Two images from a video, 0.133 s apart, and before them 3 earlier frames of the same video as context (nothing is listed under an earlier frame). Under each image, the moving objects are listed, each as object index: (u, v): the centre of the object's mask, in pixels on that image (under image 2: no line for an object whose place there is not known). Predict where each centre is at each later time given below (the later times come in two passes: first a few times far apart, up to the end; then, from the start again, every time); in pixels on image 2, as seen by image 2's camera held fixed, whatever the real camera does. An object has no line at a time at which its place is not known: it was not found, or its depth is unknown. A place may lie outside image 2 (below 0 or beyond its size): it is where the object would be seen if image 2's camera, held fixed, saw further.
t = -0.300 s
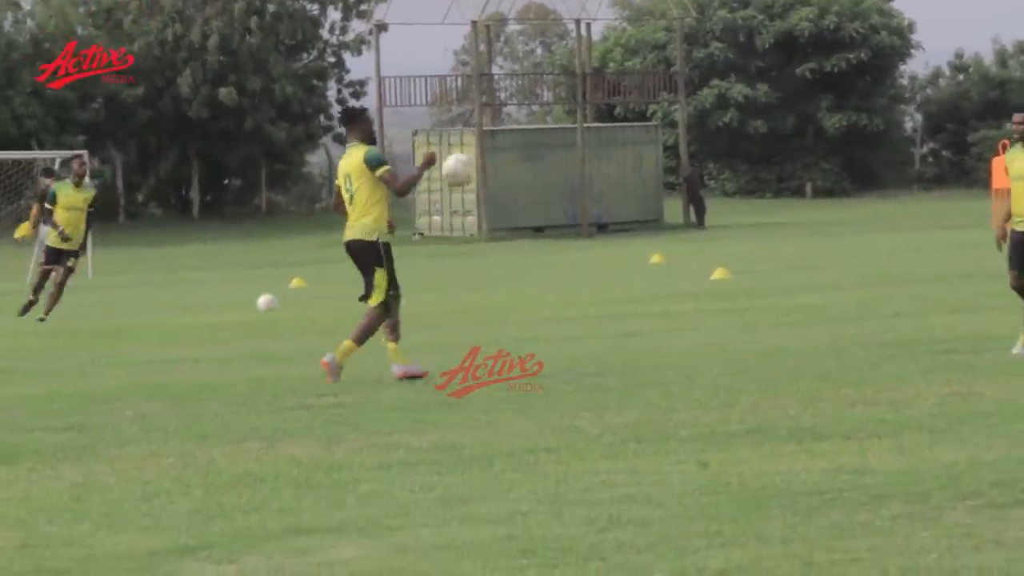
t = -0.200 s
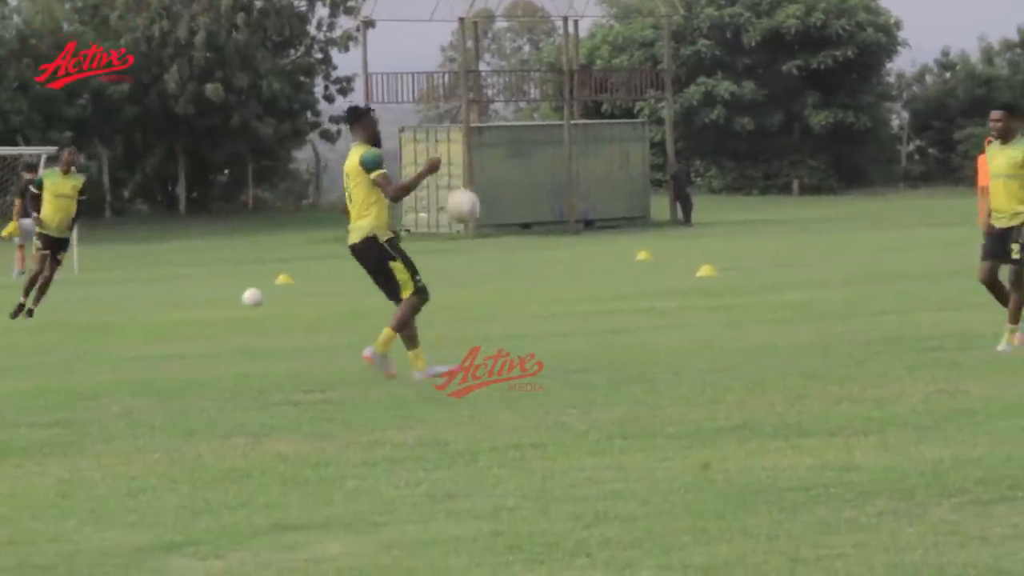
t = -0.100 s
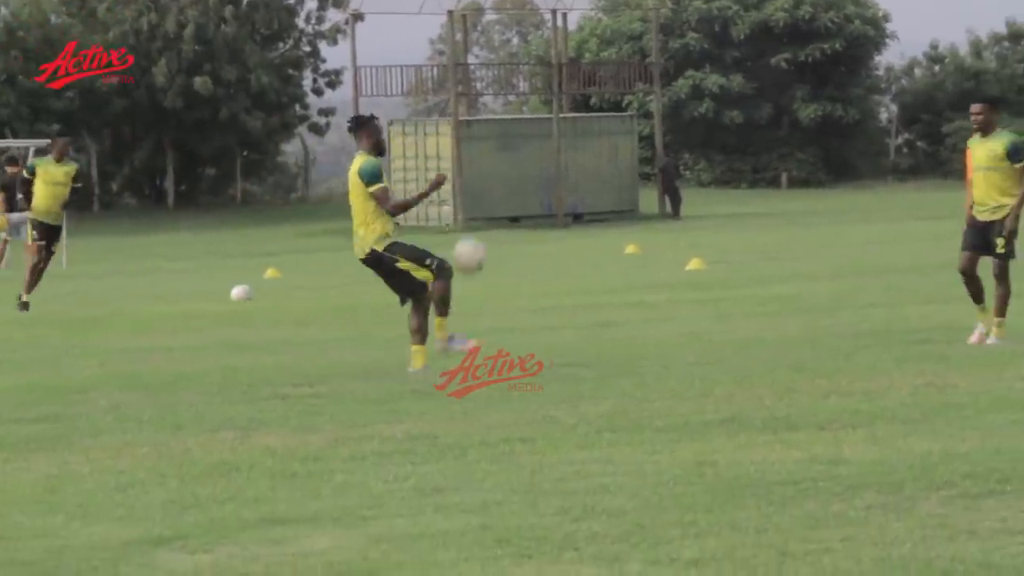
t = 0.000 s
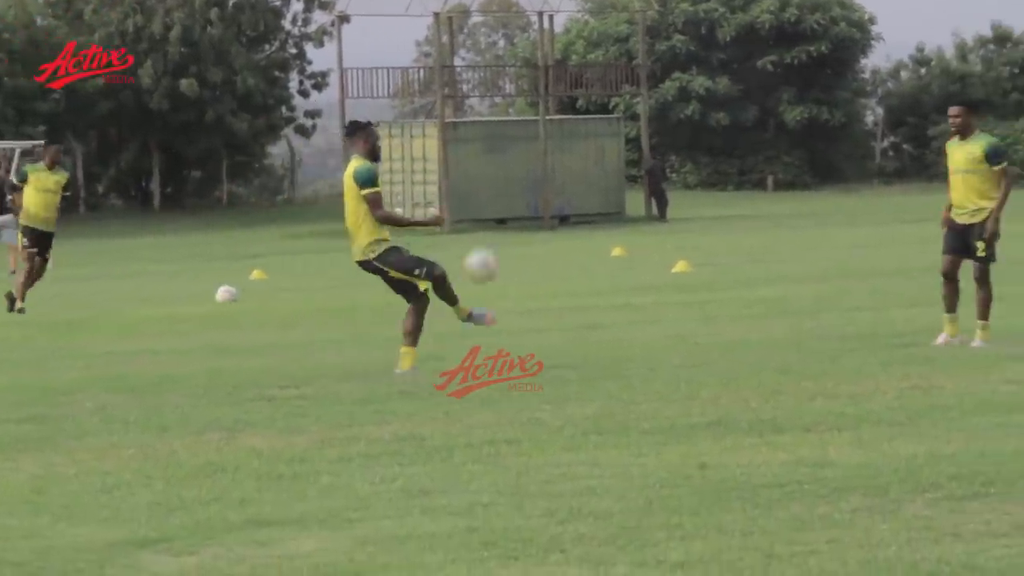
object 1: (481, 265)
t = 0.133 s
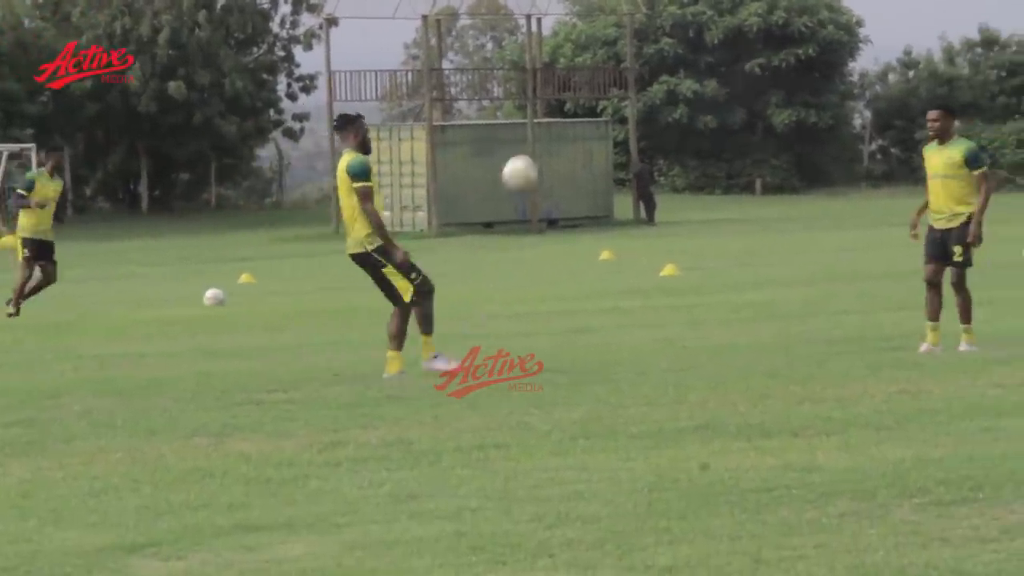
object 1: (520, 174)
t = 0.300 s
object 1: (581, 91)
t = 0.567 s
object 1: (673, 49)
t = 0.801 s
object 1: (749, 97)
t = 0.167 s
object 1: (532, 153)
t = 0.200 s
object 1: (545, 134)
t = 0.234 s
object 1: (557, 119)
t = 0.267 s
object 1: (569, 104)
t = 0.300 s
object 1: (581, 91)
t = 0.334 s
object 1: (593, 80)
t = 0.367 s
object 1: (605, 70)
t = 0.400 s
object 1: (617, 63)
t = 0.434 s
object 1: (628, 57)
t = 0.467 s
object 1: (640, 52)
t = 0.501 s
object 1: (651, 49)
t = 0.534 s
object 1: (662, 48)
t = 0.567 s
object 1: (673, 49)
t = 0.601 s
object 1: (684, 51)
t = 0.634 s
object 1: (696, 55)
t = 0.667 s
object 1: (707, 60)
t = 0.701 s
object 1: (717, 66)
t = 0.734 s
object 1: (729, 75)
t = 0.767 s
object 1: (739, 85)
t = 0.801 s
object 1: (749, 97)
